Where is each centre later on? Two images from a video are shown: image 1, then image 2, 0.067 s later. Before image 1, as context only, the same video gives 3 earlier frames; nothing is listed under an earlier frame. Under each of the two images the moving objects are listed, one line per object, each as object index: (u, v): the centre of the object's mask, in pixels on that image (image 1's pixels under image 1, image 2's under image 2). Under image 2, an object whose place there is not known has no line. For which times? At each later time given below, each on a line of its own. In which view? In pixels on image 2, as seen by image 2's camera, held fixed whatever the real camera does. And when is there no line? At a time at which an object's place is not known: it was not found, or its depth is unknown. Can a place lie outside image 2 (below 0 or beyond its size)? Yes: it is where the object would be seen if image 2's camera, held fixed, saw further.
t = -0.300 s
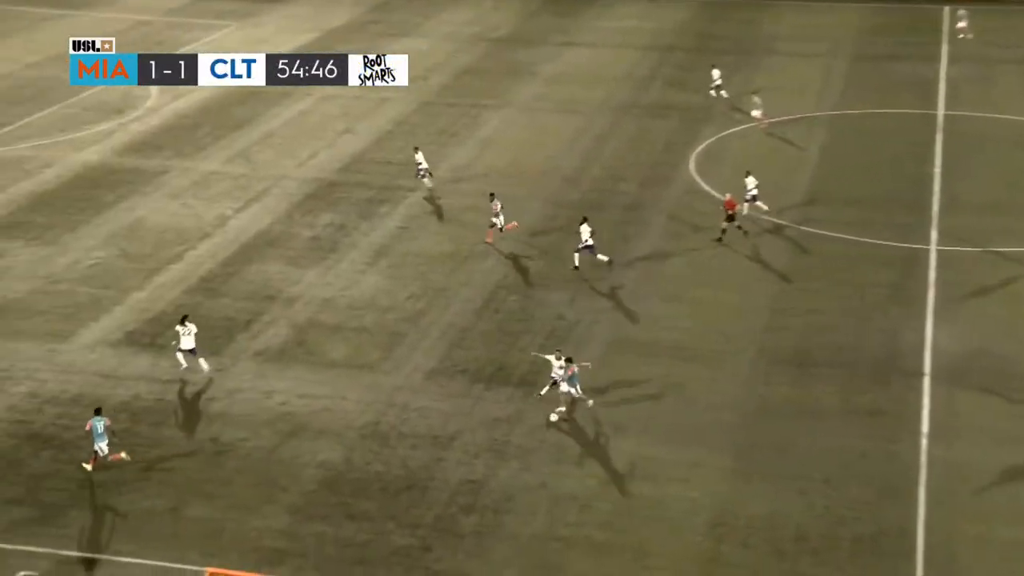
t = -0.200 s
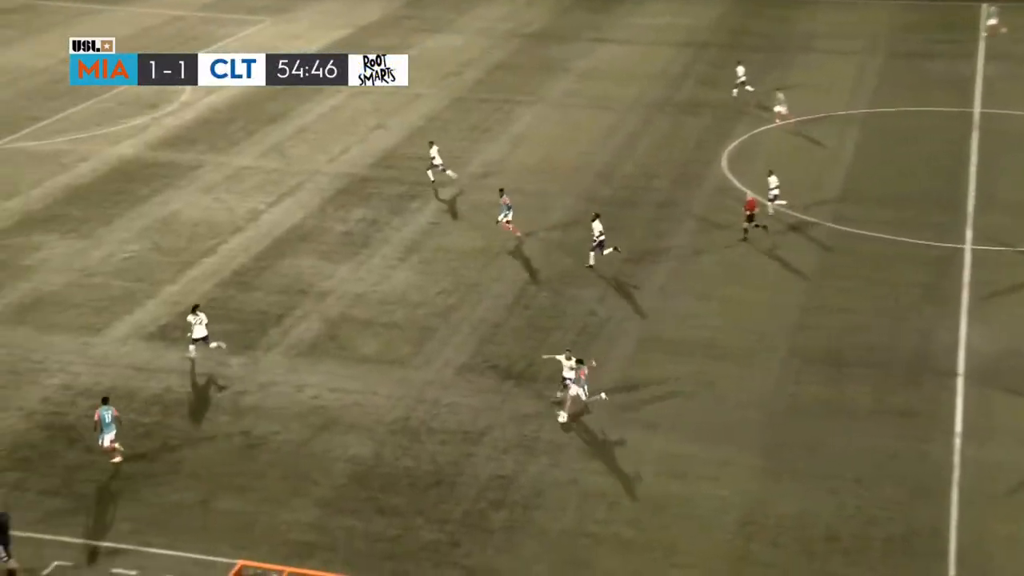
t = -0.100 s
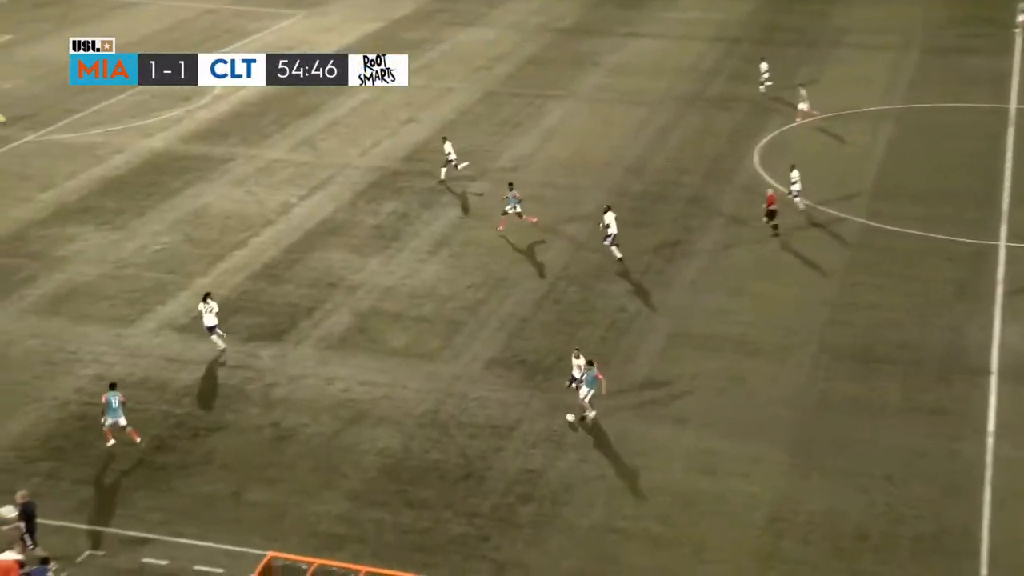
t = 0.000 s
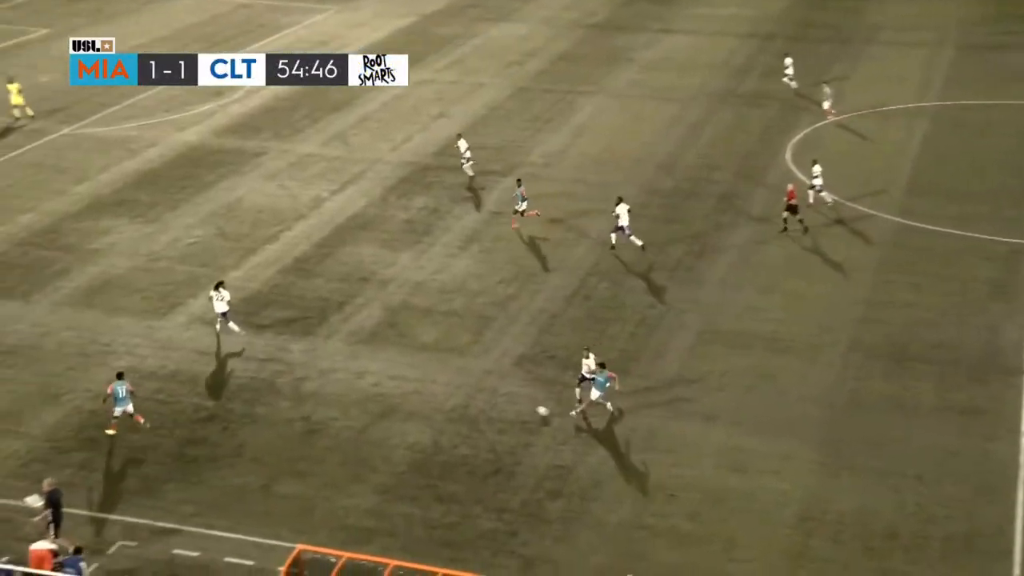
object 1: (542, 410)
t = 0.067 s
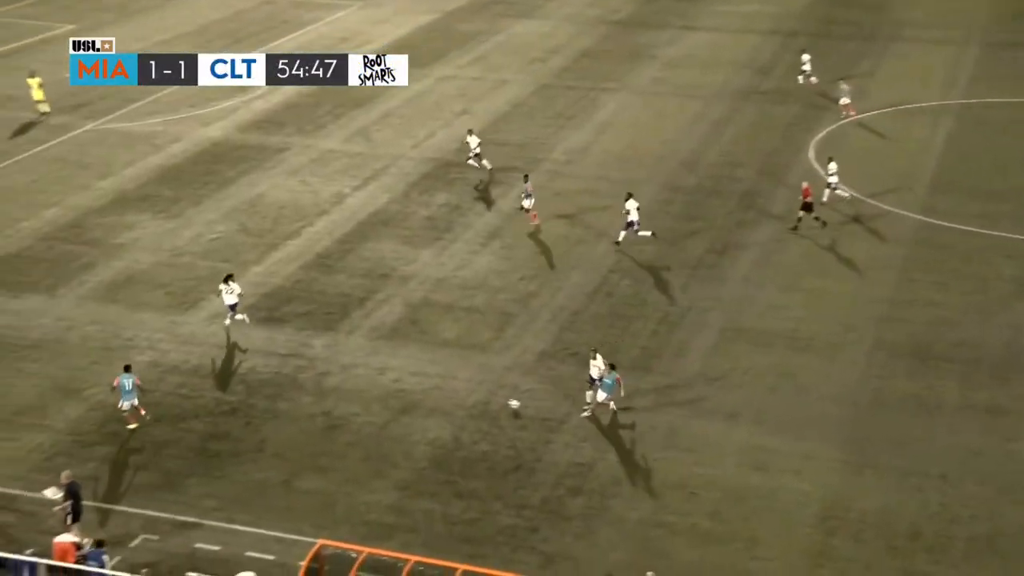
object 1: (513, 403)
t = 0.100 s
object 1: (489, 402)
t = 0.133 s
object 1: (467, 399)
